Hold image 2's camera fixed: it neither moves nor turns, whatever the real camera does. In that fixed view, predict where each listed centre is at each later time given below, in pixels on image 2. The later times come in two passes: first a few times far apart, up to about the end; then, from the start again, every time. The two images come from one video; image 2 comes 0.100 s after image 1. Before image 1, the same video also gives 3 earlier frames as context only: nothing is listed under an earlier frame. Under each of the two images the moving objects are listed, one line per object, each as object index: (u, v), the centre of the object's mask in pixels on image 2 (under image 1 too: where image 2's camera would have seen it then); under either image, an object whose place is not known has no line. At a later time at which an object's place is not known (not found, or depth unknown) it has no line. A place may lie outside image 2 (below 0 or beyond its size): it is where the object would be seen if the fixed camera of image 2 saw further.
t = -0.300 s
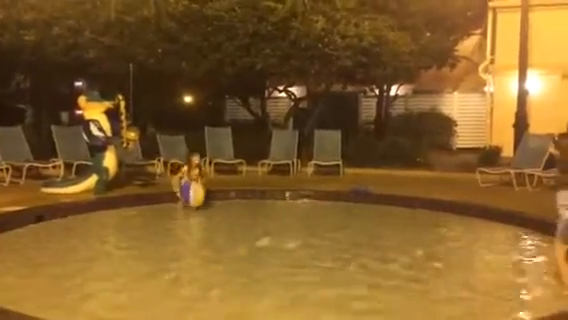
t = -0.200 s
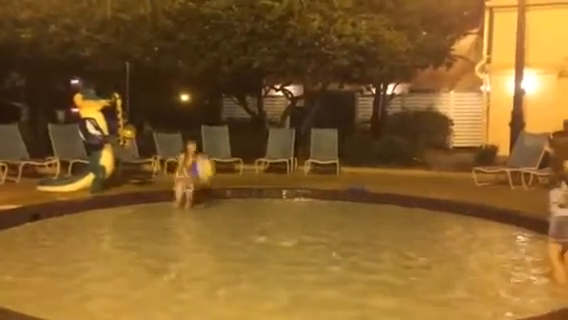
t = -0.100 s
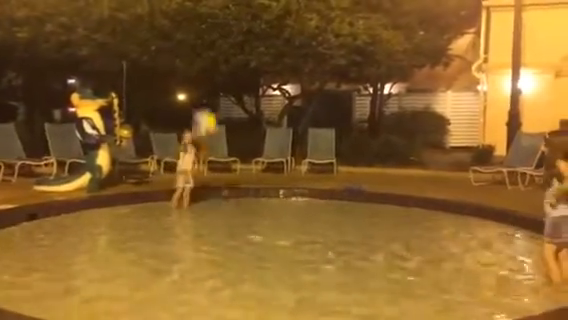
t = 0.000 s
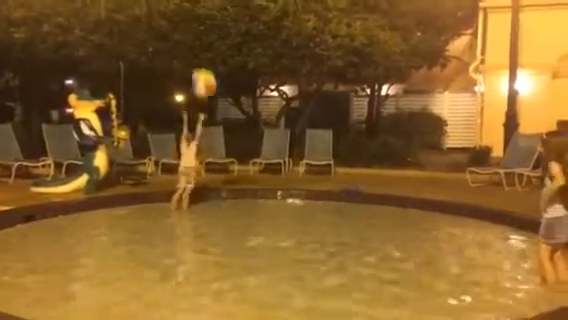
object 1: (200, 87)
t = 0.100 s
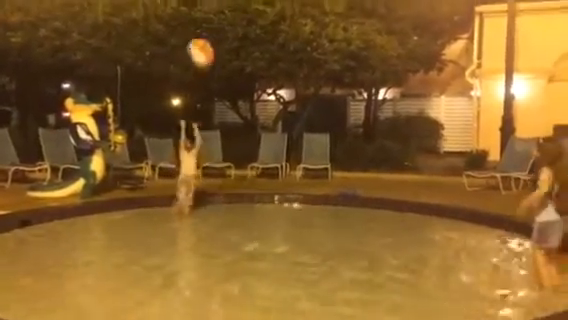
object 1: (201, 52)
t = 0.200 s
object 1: (201, 23)
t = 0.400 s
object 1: (199, -12)
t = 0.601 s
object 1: (196, -22)
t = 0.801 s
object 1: (193, -18)
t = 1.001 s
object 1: (191, 5)
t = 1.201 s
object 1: (190, 45)
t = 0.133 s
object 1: (201, 42)
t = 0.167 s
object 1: (201, 32)
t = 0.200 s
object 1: (201, 23)
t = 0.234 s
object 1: (200, 15)
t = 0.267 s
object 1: (200, 7)
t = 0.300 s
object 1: (200, 3)
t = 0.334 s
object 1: (200, -2)
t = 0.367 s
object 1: (199, -6)
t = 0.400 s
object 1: (199, -12)
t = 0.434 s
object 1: (199, -15)
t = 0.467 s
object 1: (198, -18)
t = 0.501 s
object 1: (198, -20)
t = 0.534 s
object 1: (197, -21)
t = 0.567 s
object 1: (197, -22)
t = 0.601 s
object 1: (196, -22)
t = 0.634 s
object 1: (195, -23)
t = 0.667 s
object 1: (194, -23)
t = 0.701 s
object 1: (194, -23)
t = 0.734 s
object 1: (194, -22)
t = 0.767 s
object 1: (194, -20)
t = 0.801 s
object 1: (193, -18)
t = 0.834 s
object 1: (193, -15)
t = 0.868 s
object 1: (193, -11)
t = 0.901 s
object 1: (193, -8)
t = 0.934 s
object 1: (192, -4)
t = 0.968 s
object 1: (192, 0)
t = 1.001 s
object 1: (191, 5)
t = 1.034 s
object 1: (191, 11)
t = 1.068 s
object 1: (191, 16)
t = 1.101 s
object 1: (191, 23)
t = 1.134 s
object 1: (190, 30)
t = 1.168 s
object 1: (189, 38)
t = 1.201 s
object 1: (190, 45)
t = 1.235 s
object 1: (189, 54)
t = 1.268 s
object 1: (190, 61)
